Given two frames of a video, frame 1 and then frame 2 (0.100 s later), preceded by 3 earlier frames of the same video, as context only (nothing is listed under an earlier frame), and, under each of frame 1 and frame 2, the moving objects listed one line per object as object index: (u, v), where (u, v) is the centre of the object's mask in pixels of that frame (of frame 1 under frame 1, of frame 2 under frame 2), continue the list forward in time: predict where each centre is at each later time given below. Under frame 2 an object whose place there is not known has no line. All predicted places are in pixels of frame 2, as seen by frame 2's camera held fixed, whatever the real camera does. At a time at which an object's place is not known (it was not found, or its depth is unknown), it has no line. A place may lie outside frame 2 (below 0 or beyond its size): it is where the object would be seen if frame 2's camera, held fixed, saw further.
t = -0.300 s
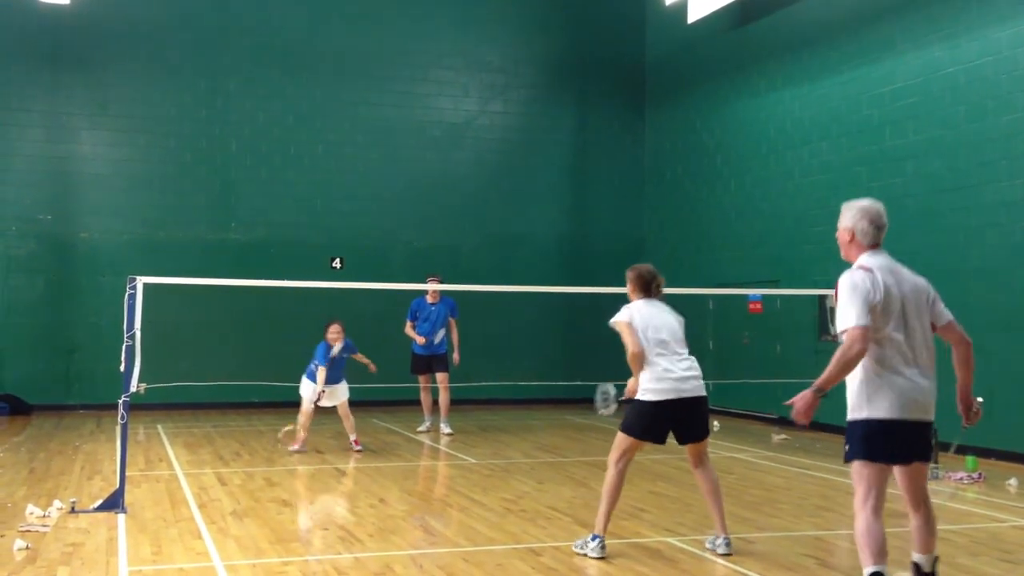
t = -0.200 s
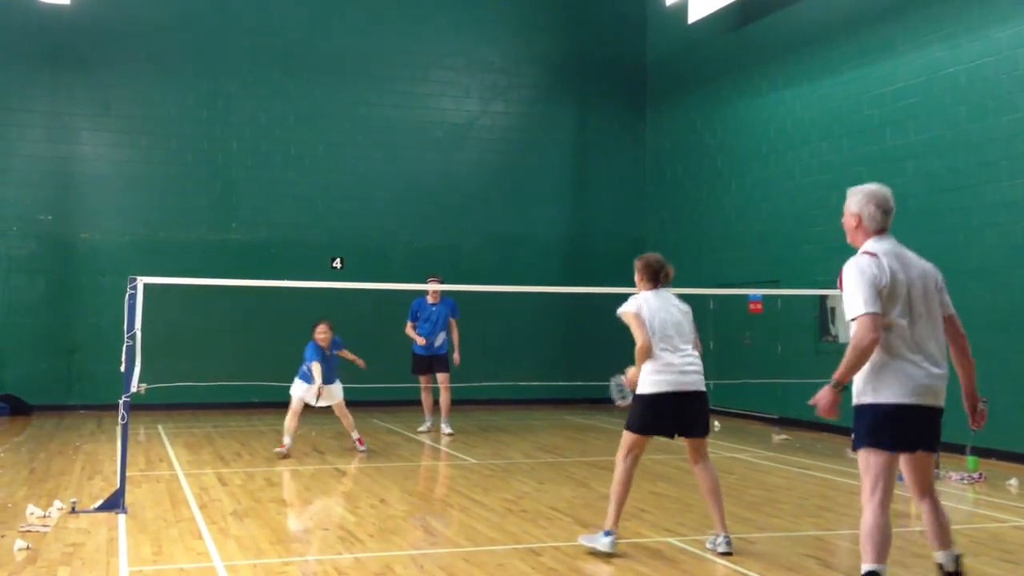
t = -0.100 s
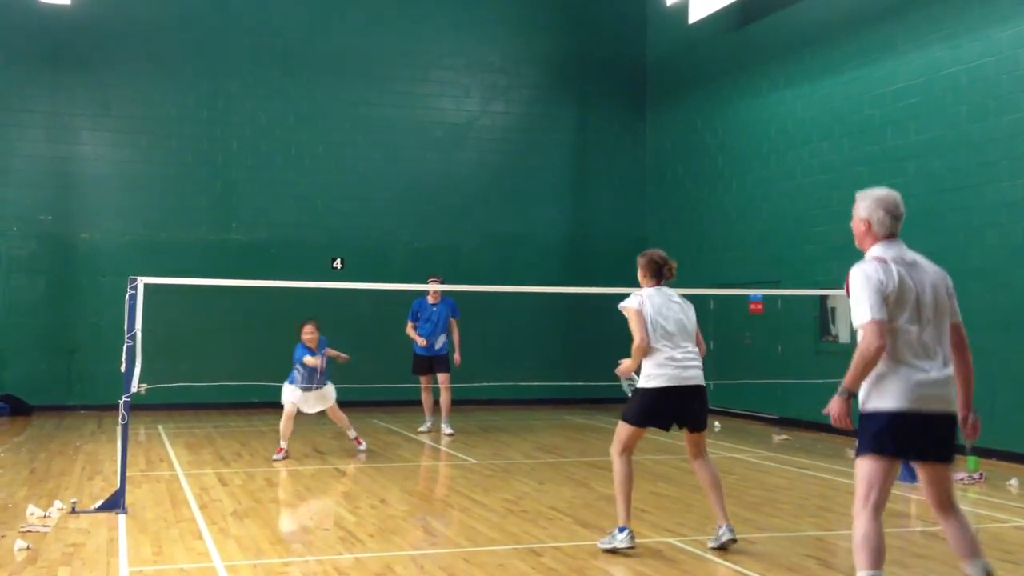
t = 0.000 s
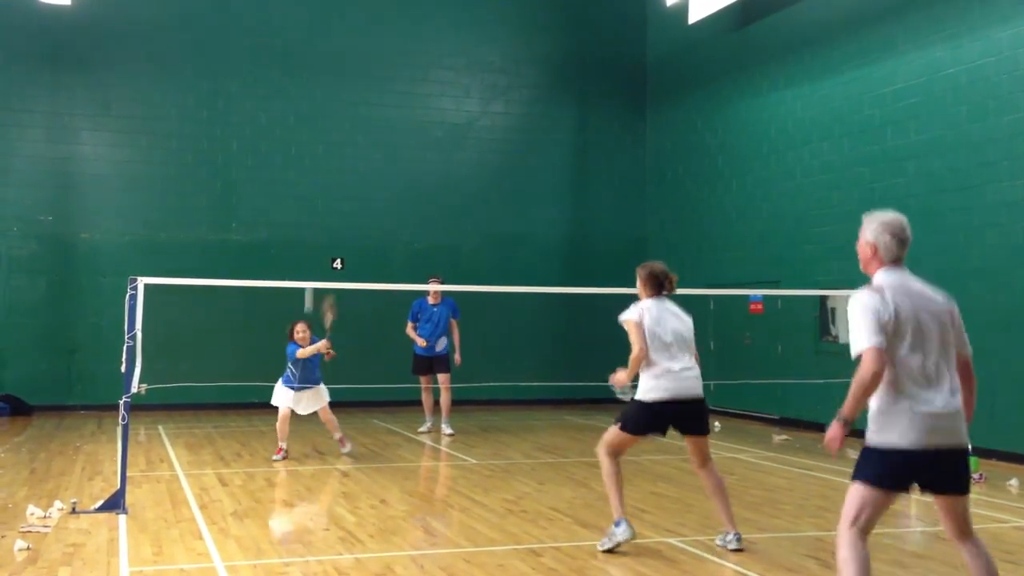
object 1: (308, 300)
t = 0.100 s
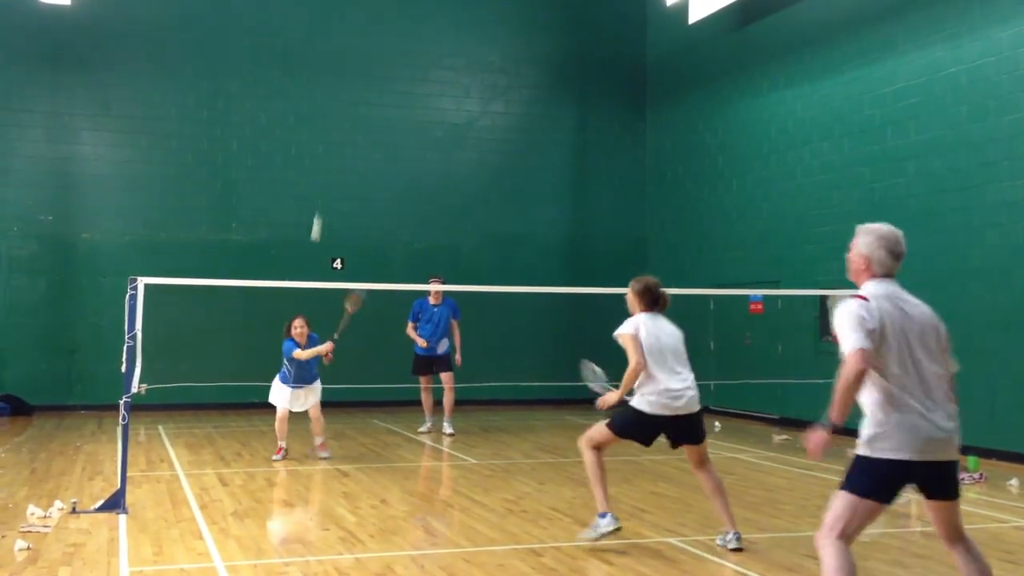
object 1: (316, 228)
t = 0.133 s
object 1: (314, 206)
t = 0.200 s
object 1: (317, 171)
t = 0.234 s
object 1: (328, 157)
